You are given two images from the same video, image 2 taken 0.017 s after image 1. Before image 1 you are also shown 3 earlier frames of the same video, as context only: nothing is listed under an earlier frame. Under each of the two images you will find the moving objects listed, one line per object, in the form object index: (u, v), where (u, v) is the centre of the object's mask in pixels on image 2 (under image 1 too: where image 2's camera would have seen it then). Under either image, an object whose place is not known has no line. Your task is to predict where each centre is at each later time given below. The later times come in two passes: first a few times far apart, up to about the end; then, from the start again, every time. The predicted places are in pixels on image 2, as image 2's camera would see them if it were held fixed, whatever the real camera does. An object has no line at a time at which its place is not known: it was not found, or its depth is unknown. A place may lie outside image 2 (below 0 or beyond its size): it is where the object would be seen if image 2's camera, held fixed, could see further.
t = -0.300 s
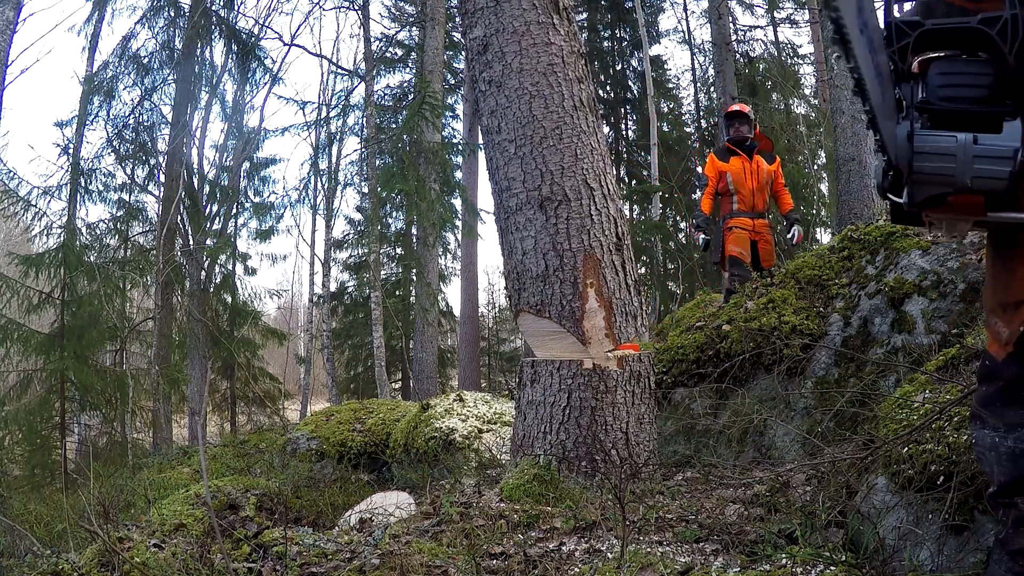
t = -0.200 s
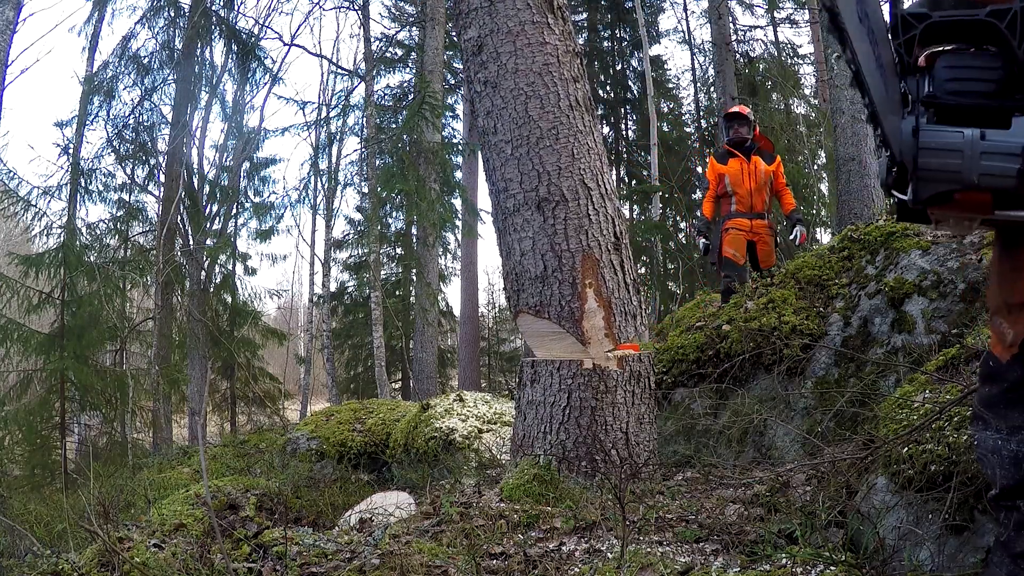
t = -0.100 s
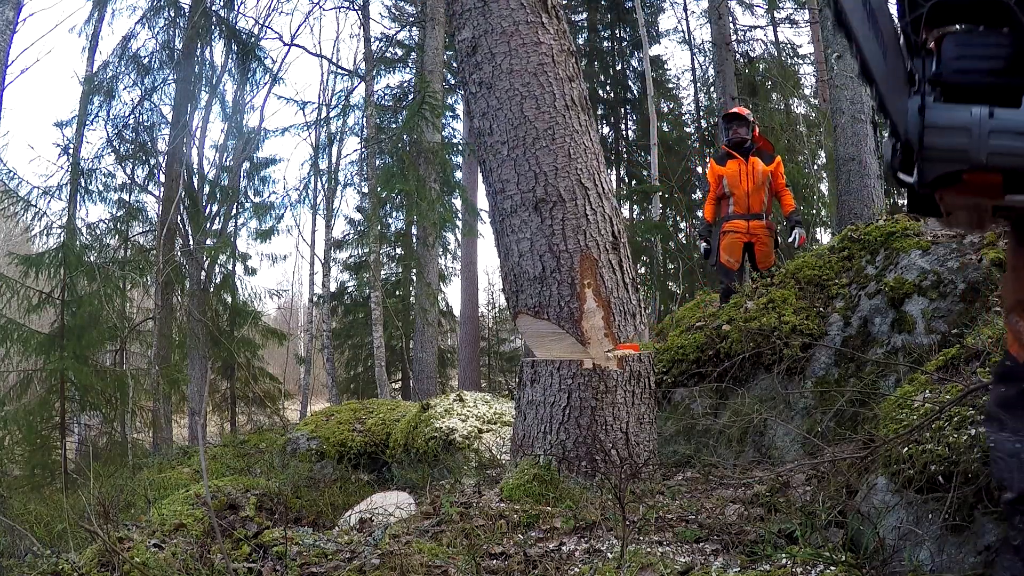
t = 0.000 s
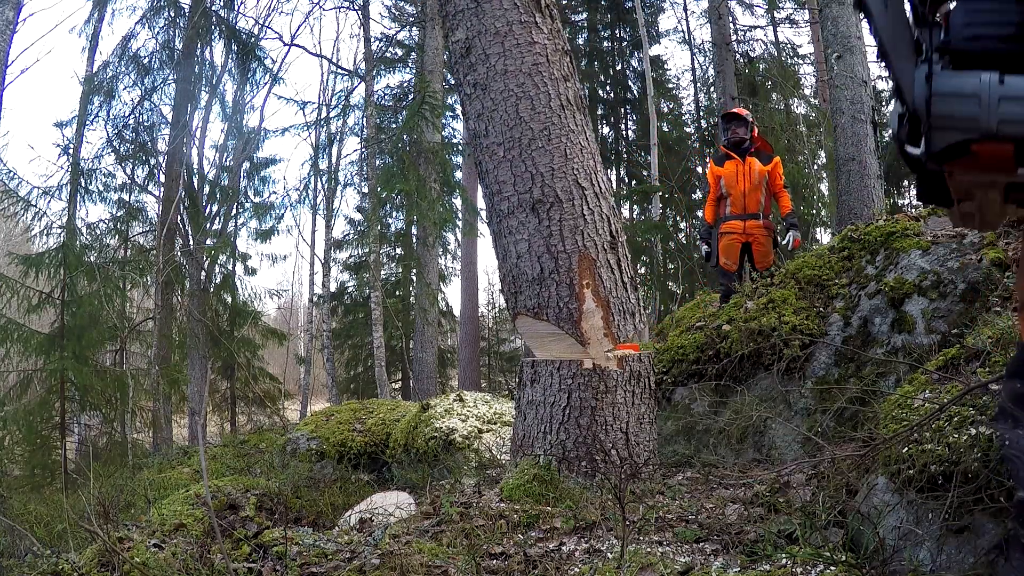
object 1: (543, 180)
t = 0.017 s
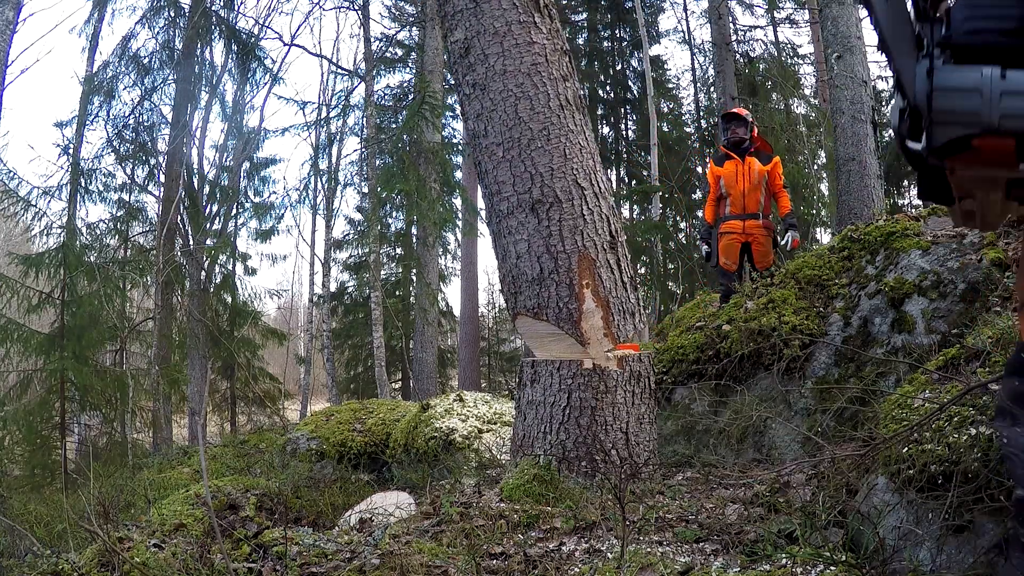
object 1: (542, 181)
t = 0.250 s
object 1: (532, 179)
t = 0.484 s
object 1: (521, 179)
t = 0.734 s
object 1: (506, 179)
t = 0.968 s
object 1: (486, 177)
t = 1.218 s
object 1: (456, 174)
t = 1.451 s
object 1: (416, 172)
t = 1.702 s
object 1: (349, 172)
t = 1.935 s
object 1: (291, 194)
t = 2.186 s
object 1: (259, 307)
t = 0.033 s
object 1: (541, 180)
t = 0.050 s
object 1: (541, 181)
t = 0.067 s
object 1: (540, 181)
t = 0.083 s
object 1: (540, 181)
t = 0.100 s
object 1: (539, 180)
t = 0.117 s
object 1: (538, 180)
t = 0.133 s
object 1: (537, 180)
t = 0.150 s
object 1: (536, 180)
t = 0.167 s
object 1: (536, 180)
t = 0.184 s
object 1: (535, 180)
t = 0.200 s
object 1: (534, 180)
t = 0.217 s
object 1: (534, 180)
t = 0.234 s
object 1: (533, 180)
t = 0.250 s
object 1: (532, 179)
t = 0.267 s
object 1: (531, 179)
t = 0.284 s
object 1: (531, 179)
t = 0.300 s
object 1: (530, 180)
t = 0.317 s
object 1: (529, 180)
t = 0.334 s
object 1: (529, 180)
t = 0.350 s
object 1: (528, 179)
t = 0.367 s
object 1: (527, 179)
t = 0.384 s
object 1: (526, 179)
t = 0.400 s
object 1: (526, 180)
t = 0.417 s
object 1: (524, 179)
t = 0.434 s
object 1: (524, 179)
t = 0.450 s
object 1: (523, 179)
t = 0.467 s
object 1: (522, 179)
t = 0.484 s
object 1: (521, 179)
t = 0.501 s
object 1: (520, 179)
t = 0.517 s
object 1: (519, 179)
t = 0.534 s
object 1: (518, 179)
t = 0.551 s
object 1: (517, 179)
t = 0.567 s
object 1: (517, 179)
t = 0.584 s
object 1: (515, 179)
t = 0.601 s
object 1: (514, 179)
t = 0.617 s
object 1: (513, 179)
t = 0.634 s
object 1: (512, 179)
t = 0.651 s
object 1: (511, 179)
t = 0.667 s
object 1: (510, 179)
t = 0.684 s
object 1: (509, 179)
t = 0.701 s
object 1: (508, 179)
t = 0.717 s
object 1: (507, 179)
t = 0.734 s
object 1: (506, 179)
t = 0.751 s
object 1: (504, 178)
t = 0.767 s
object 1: (503, 178)
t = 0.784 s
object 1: (502, 178)
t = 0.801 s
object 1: (500, 178)
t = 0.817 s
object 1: (500, 178)
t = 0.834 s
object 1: (498, 178)
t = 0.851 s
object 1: (497, 178)
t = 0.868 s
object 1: (495, 178)
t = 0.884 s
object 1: (494, 178)
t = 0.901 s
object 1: (493, 178)
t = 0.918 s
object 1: (491, 178)
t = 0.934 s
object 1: (489, 178)
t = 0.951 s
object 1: (488, 177)
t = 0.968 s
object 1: (486, 177)
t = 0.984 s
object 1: (484, 177)
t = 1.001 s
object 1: (483, 177)
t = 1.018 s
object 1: (481, 177)
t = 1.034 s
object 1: (479, 177)
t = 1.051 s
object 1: (478, 176)
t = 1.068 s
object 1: (476, 176)
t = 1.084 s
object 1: (473, 175)
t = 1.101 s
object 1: (471, 175)
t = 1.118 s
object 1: (470, 175)
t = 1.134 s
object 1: (467, 175)
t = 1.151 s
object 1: (466, 175)
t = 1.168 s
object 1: (463, 175)
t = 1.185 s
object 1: (461, 175)
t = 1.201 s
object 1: (459, 175)
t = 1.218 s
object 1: (456, 174)
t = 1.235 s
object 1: (454, 174)
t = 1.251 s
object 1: (451, 174)
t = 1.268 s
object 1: (449, 174)
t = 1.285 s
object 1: (446, 174)
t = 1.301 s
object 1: (443, 173)
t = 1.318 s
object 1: (440, 173)
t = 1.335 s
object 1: (437, 173)
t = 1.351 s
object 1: (435, 173)
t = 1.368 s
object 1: (432, 173)
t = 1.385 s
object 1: (429, 173)
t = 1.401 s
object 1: (426, 173)
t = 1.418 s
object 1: (422, 172)
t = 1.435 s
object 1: (419, 173)
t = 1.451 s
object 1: (416, 172)
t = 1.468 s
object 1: (412, 172)
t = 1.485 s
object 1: (409, 172)
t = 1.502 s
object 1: (405, 172)
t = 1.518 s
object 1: (401, 172)
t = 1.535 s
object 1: (397, 172)
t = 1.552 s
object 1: (393, 171)
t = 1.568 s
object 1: (389, 171)
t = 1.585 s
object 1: (384, 171)
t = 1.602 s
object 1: (380, 171)
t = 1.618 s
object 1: (375, 172)
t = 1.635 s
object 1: (370, 171)
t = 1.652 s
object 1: (366, 171)
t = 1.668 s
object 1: (360, 171)
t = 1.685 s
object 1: (355, 172)
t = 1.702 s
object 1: (349, 172)
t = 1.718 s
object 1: (343, 171)
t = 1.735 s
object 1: (338, 172)
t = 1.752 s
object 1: (332, 172)
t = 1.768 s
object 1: (326, 172)
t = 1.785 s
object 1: (322, 173)
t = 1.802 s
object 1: (316, 174)
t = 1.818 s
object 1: (312, 176)
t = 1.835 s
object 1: (308, 177)
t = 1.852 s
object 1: (305, 179)
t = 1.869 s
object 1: (302, 182)
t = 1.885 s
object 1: (298, 184)
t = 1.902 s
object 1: (296, 187)
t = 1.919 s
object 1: (293, 190)
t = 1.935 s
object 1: (291, 194)
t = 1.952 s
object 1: (289, 198)
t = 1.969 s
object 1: (289, 202)
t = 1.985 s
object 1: (288, 208)
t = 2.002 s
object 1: (286, 212)
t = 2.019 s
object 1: (285, 218)
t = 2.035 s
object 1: (283, 223)
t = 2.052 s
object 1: (282, 229)
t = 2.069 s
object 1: (280, 235)
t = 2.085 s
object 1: (278, 241)
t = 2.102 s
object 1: (276, 247)
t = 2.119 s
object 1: (273, 255)
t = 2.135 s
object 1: (270, 265)
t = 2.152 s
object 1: (266, 278)
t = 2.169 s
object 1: (264, 292)
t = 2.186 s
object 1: (259, 307)
